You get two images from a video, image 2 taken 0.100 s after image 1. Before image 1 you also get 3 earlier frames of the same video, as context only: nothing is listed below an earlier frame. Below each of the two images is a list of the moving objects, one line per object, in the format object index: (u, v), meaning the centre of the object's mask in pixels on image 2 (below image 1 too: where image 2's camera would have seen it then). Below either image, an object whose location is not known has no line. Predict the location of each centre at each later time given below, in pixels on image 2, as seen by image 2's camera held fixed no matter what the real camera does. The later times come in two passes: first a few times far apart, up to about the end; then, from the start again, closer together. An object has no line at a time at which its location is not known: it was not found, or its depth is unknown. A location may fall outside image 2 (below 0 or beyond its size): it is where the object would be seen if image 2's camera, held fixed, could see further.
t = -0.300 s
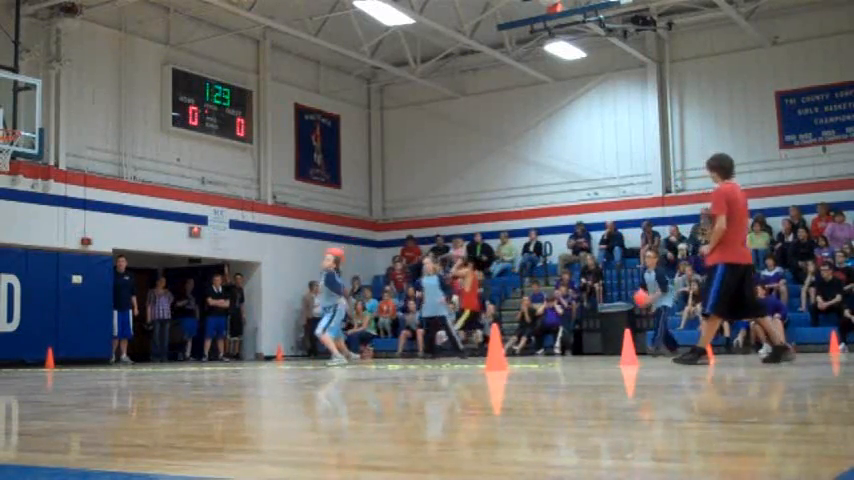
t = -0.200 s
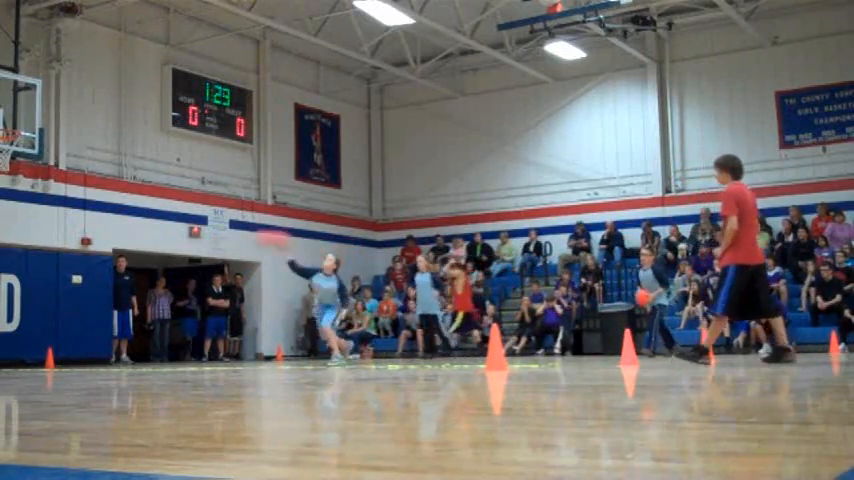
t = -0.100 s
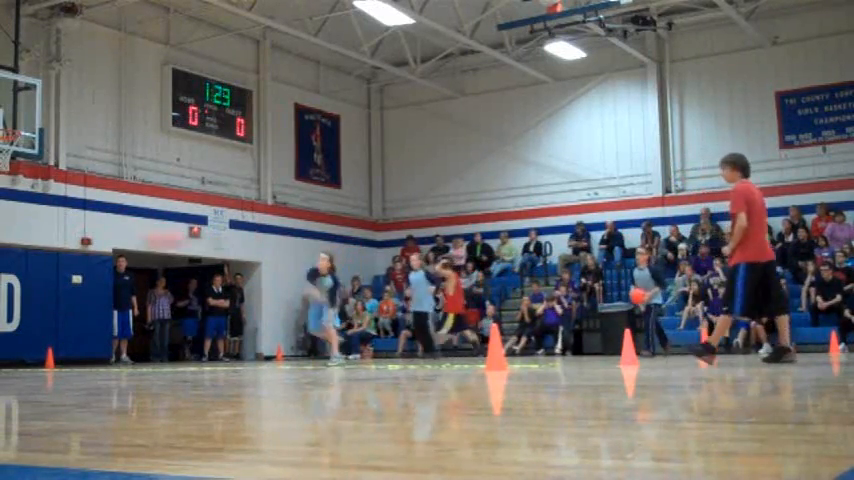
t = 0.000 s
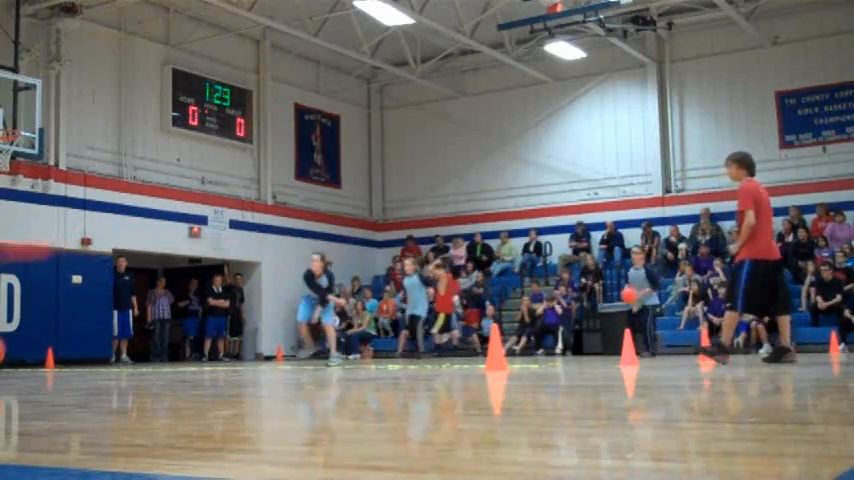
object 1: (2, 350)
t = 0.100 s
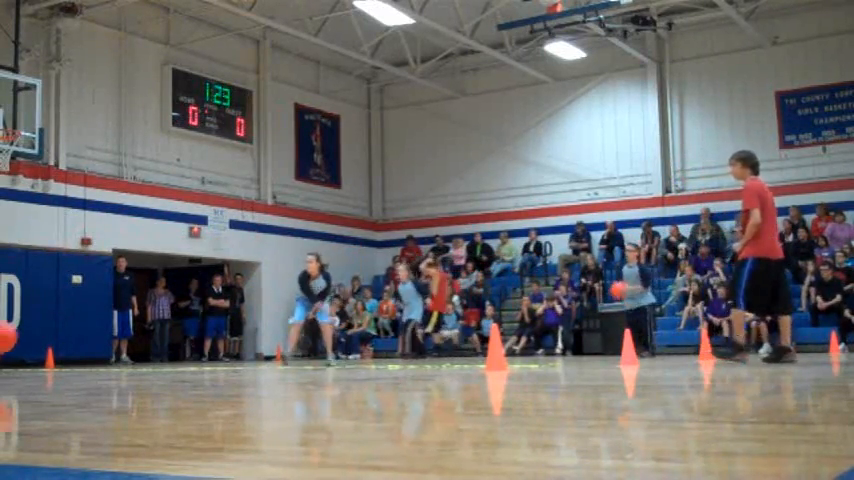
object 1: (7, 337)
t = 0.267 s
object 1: (19, 344)
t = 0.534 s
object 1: (45, 351)
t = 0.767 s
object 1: (66, 357)
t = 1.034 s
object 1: (86, 361)
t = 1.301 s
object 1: (106, 361)
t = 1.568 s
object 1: (124, 361)
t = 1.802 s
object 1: (139, 360)
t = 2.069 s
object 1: (155, 360)
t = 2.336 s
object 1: (170, 360)
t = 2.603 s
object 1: (184, 359)
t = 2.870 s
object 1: (197, 359)
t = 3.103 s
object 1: (209, 358)
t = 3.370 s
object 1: (221, 358)
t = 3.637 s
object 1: (233, 358)
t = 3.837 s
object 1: (241, 358)
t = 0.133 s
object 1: (9, 335)
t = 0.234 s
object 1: (15, 339)
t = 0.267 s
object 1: (19, 344)
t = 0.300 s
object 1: (22, 349)
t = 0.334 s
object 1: (25, 355)
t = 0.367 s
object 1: (28, 363)
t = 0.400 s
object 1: (32, 360)
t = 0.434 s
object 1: (36, 356)
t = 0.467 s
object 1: (39, 353)
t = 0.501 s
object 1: (42, 352)
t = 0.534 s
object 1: (45, 351)
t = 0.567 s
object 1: (48, 352)
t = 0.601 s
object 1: (51, 354)
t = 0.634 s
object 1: (54, 358)
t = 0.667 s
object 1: (57, 362)
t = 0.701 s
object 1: (60, 360)
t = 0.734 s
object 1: (62, 358)
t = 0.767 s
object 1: (66, 357)
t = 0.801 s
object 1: (69, 357)
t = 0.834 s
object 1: (71, 358)
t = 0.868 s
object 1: (73, 361)
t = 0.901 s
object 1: (76, 362)
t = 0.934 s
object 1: (79, 360)
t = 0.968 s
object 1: (82, 359)
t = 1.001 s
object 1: (84, 359)
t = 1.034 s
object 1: (86, 361)
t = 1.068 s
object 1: (89, 361)
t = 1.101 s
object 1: (92, 360)
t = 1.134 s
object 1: (94, 360)
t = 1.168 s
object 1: (96, 362)
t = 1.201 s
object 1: (99, 361)
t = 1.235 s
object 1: (101, 361)
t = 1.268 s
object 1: (103, 362)
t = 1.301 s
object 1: (106, 361)
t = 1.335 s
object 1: (108, 361)
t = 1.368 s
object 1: (111, 361)
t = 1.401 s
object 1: (113, 361)
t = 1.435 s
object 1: (116, 361)
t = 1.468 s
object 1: (117, 361)
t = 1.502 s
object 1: (120, 361)
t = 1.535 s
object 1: (122, 361)
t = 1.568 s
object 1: (124, 361)
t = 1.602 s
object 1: (126, 361)
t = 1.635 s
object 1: (129, 361)
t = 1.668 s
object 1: (130, 361)
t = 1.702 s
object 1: (133, 361)
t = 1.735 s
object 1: (135, 361)
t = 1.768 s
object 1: (137, 361)
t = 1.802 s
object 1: (139, 360)
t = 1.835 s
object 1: (141, 360)
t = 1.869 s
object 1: (143, 360)
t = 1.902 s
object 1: (145, 360)
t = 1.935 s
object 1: (147, 360)
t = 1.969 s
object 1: (149, 360)
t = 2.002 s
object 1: (151, 360)
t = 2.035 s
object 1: (153, 360)
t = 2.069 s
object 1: (155, 360)
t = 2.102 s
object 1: (156, 360)
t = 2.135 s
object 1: (158, 360)
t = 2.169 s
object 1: (160, 360)
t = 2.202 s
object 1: (162, 360)
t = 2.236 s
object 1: (164, 360)
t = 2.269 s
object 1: (166, 360)
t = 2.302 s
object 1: (168, 360)
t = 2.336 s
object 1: (170, 360)
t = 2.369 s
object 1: (171, 359)
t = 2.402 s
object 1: (173, 359)
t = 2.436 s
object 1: (175, 359)
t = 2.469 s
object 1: (177, 359)
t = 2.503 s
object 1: (179, 359)
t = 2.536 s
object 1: (180, 359)
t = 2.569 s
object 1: (182, 359)
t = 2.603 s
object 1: (184, 359)
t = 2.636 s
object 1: (186, 359)
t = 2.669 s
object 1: (188, 359)
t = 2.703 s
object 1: (189, 359)
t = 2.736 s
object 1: (191, 359)
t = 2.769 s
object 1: (192, 359)
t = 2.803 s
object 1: (194, 359)
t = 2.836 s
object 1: (196, 359)
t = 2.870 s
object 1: (197, 359)
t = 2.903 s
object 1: (198, 359)
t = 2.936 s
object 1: (200, 359)
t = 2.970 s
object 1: (202, 359)
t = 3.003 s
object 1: (204, 359)
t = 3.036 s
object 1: (205, 359)
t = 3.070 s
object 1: (207, 359)
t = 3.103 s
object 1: (209, 358)
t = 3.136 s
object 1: (210, 358)
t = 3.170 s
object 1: (212, 358)
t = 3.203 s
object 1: (213, 358)
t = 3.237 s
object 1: (215, 358)
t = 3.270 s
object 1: (216, 358)
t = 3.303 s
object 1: (218, 358)
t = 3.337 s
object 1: (219, 358)
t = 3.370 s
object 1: (221, 358)
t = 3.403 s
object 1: (222, 358)
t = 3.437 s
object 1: (224, 358)
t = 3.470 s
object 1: (225, 358)
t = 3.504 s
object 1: (227, 358)
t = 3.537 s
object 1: (229, 358)
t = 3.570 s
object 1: (230, 358)
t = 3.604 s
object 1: (231, 358)
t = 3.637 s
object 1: (233, 358)
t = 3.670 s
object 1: (234, 358)
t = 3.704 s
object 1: (236, 358)
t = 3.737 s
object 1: (237, 358)
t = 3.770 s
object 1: (238, 358)
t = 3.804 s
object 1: (240, 358)
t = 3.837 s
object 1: (241, 358)
